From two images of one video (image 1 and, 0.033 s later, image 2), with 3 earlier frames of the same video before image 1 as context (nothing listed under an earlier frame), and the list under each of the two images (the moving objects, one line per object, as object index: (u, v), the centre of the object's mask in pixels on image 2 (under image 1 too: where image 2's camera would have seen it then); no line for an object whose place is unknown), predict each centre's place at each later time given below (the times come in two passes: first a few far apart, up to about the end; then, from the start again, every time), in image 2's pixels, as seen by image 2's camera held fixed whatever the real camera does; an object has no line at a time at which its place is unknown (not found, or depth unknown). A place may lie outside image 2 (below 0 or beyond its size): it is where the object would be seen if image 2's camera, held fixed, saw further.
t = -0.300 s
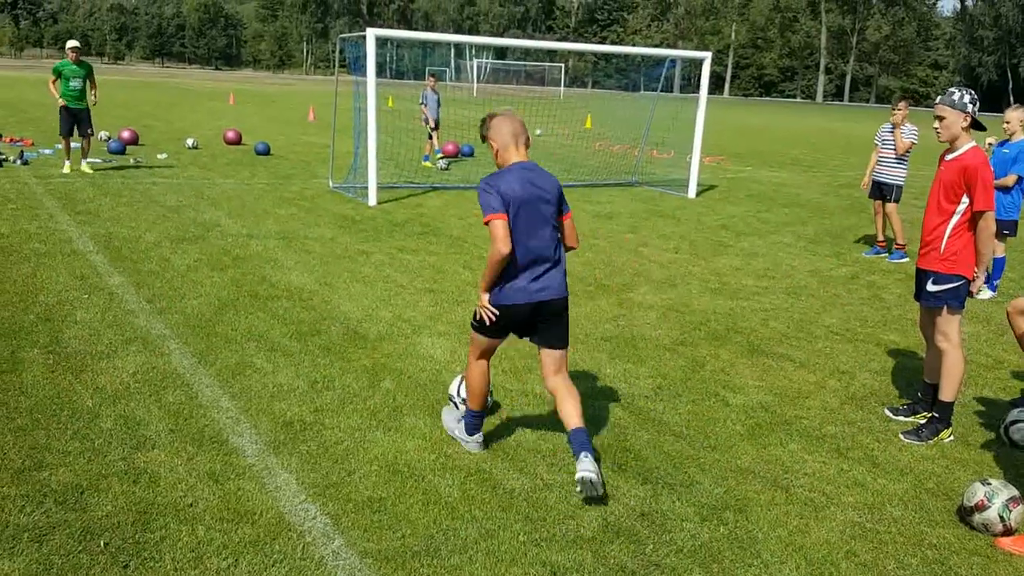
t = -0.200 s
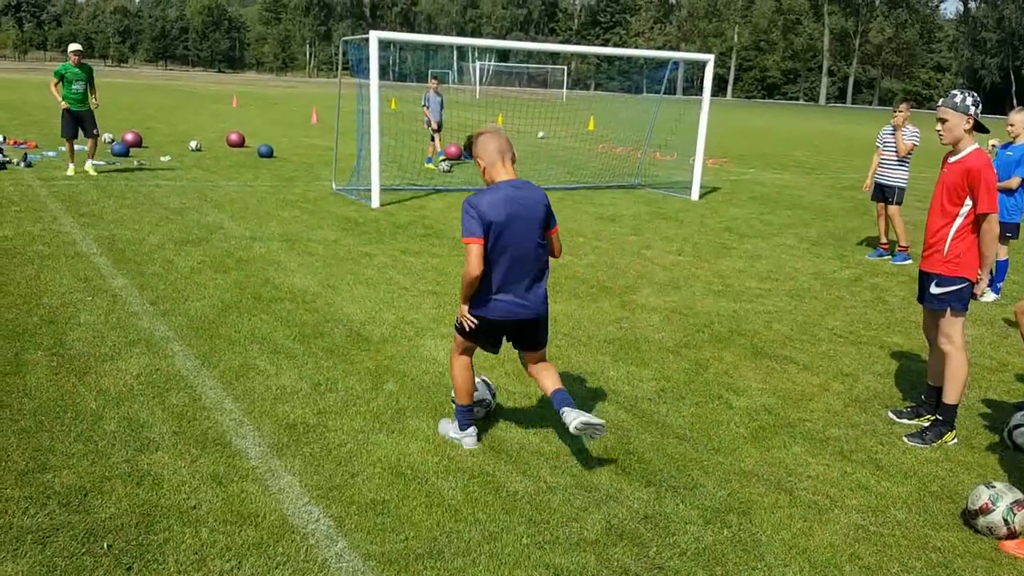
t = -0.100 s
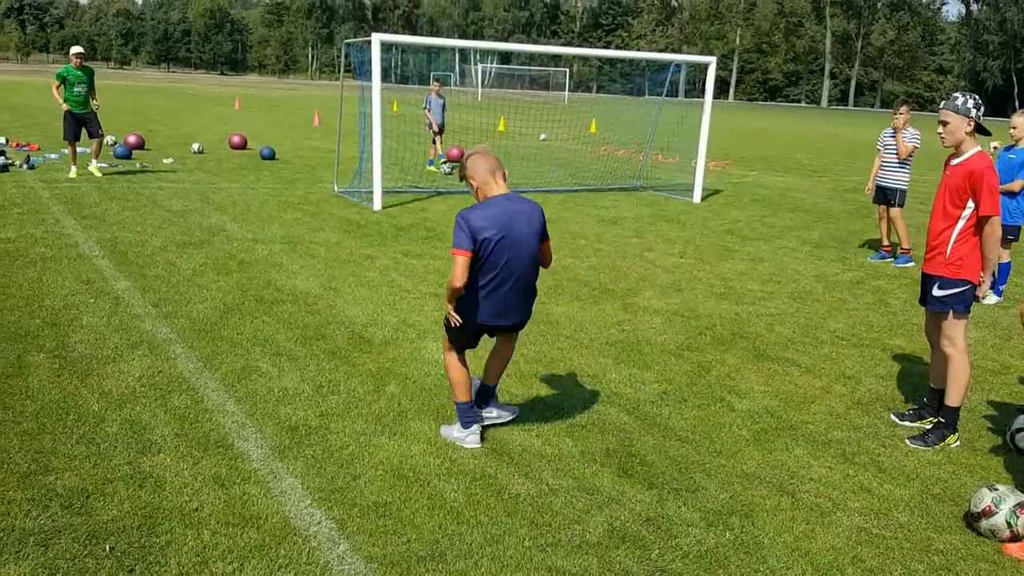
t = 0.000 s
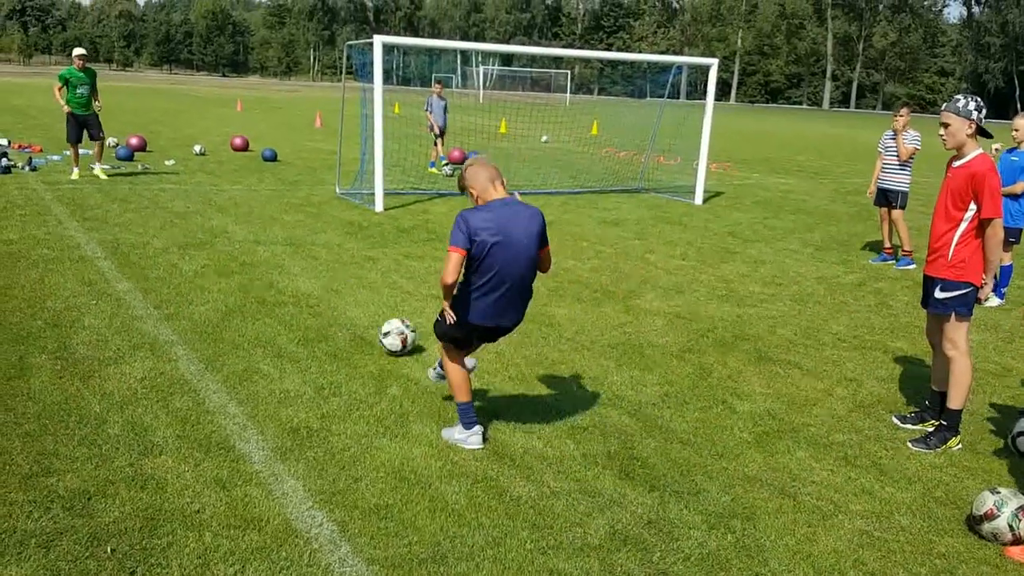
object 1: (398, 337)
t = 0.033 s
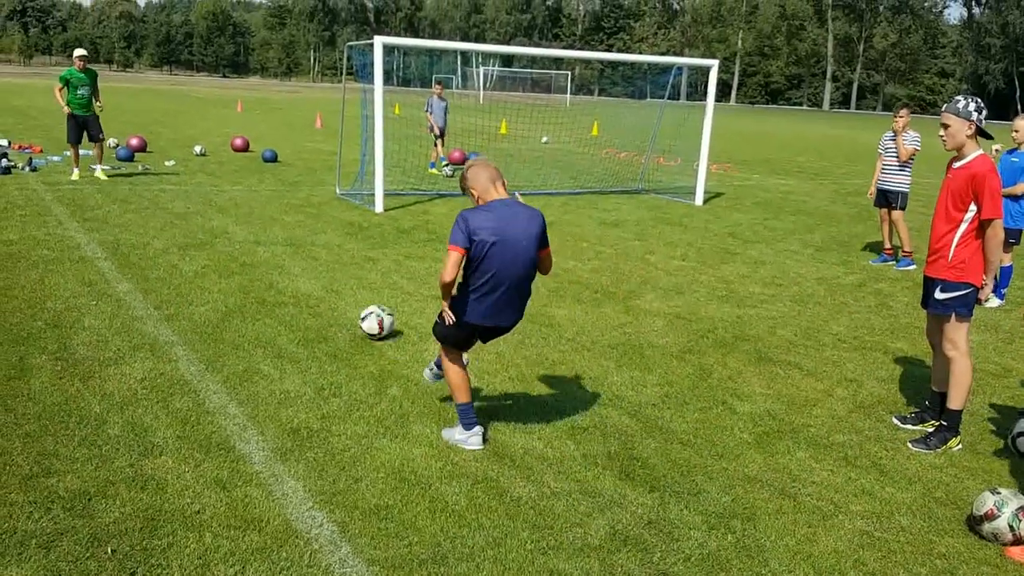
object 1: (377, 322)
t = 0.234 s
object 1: (298, 262)
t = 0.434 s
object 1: (256, 229)
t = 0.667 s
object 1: (228, 209)
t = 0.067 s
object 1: (358, 310)
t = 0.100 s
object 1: (343, 298)
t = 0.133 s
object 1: (330, 287)
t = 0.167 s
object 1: (318, 277)
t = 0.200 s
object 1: (307, 268)
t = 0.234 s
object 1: (298, 262)
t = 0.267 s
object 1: (289, 255)
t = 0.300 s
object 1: (281, 249)
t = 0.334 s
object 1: (274, 244)
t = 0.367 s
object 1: (267, 238)
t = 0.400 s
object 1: (261, 234)
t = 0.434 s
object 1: (256, 229)
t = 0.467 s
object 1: (252, 225)
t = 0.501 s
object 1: (247, 222)
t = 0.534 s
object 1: (242, 220)
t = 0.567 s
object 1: (239, 216)
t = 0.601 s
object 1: (235, 213)
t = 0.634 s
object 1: (231, 210)
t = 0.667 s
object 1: (228, 209)
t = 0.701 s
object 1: (225, 206)
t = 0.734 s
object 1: (221, 203)
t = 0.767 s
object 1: (218, 200)
